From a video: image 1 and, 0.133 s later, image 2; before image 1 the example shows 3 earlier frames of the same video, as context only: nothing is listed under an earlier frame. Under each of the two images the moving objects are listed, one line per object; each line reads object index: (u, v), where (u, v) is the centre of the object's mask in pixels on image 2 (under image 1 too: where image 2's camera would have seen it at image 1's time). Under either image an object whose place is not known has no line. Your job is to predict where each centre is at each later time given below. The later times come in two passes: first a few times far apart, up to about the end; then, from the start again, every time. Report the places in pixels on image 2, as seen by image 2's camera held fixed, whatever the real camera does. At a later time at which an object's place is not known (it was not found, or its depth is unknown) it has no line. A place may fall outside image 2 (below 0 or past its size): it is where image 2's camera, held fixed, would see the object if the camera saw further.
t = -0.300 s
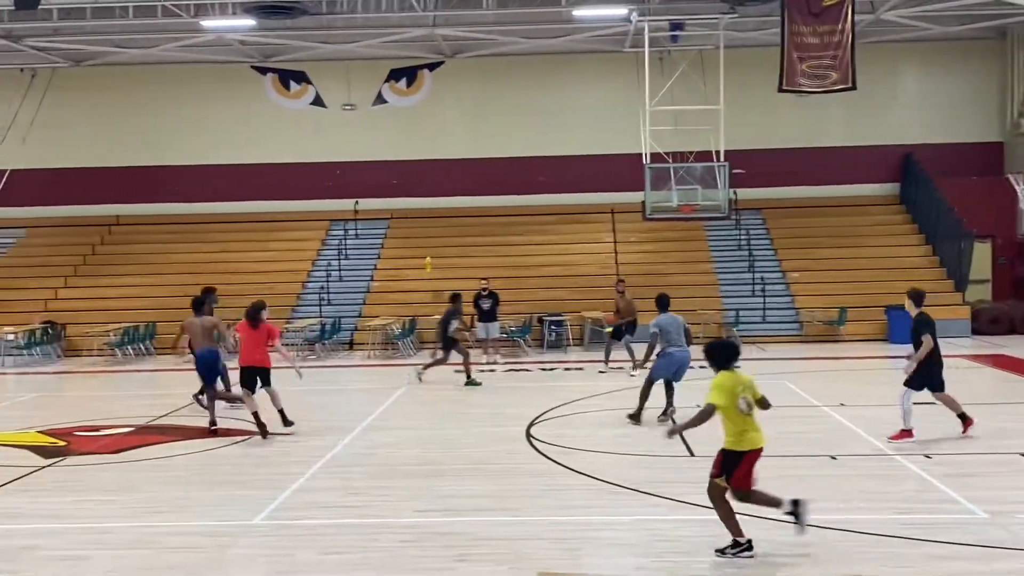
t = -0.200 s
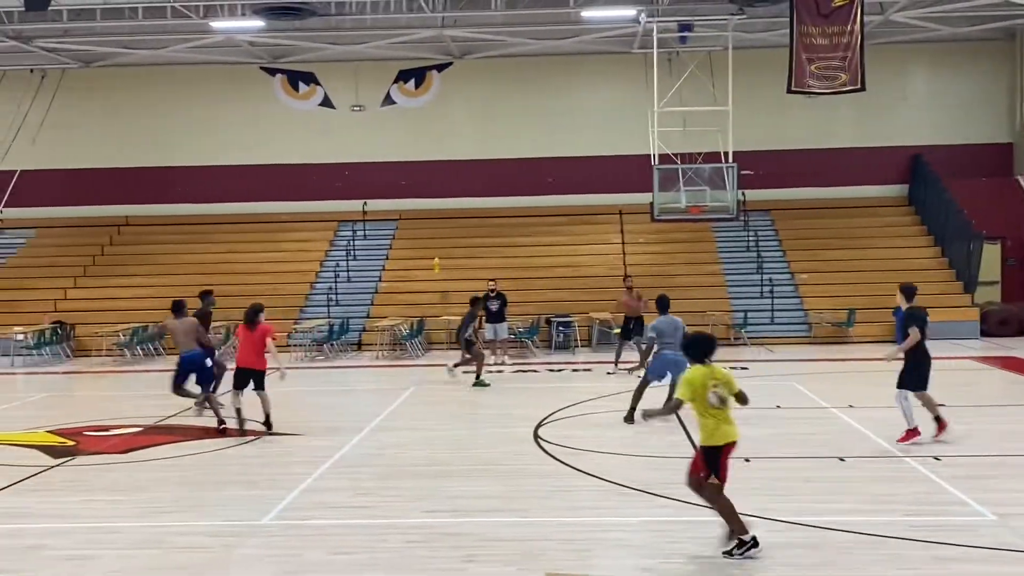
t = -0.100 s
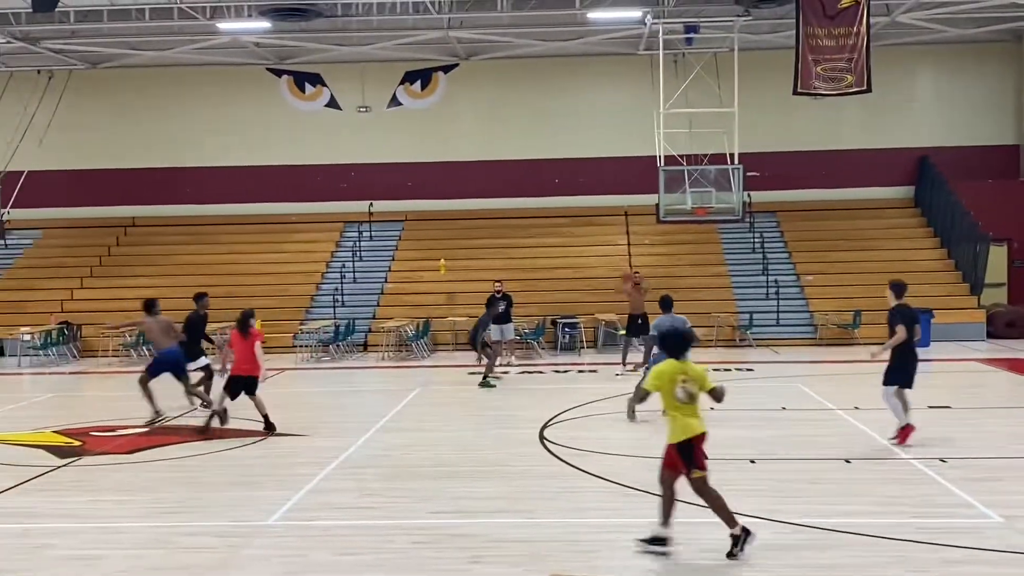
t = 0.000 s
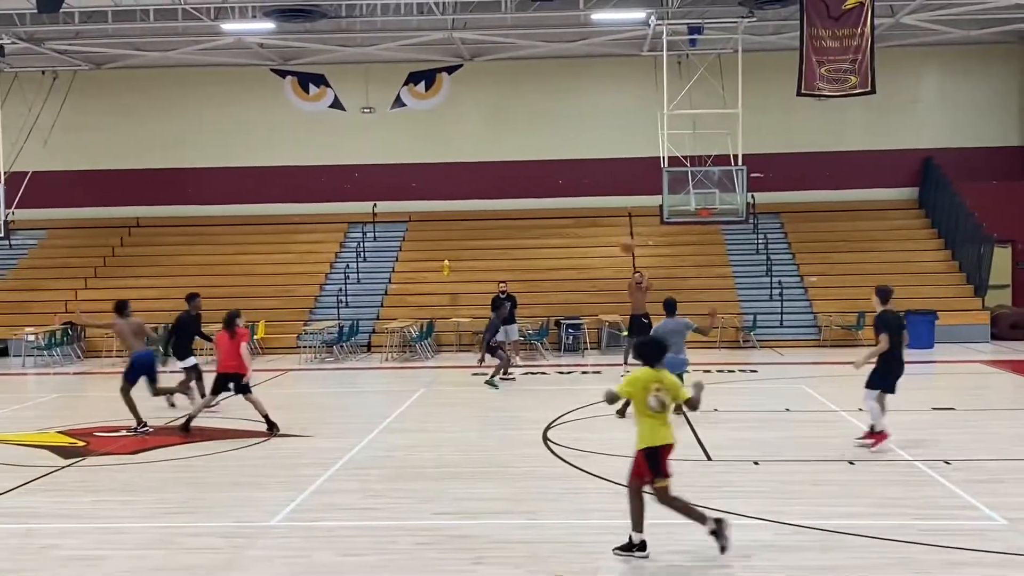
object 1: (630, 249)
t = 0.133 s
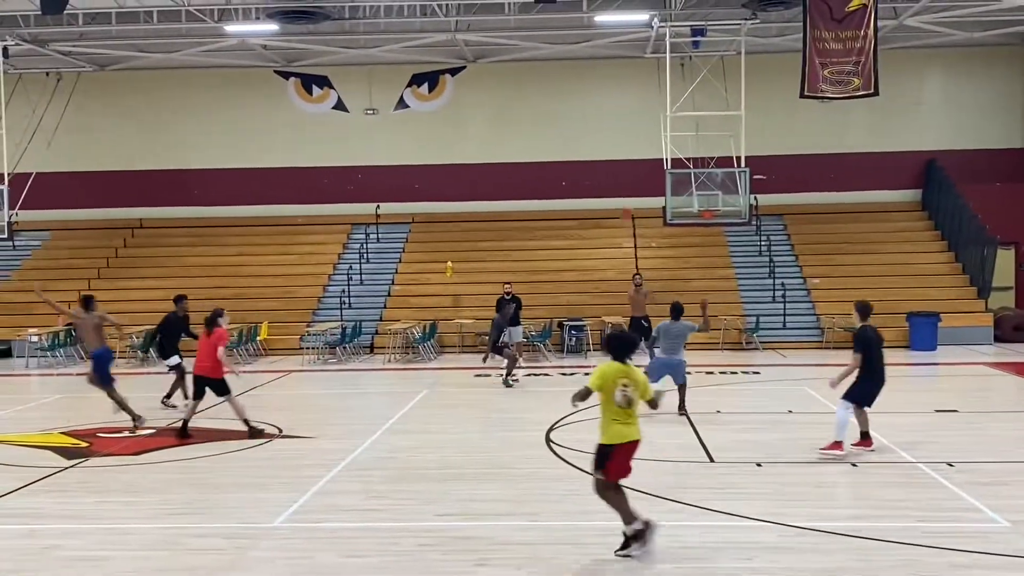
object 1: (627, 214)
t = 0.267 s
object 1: (620, 187)
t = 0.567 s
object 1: (602, 165)
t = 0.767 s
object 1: (588, 188)
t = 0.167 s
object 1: (624, 205)
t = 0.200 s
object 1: (622, 198)
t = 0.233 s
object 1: (621, 192)
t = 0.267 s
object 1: (620, 187)
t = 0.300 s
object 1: (618, 181)
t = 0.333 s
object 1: (616, 177)
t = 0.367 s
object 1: (615, 173)
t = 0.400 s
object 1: (613, 170)
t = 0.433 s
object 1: (611, 167)
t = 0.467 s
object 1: (609, 165)
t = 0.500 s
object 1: (606, 164)
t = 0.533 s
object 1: (604, 164)
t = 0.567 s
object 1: (602, 165)
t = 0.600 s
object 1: (600, 166)
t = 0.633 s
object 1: (597, 168)
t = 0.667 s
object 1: (595, 172)
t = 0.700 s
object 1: (592, 176)
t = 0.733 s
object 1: (590, 181)
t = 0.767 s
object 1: (588, 188)
